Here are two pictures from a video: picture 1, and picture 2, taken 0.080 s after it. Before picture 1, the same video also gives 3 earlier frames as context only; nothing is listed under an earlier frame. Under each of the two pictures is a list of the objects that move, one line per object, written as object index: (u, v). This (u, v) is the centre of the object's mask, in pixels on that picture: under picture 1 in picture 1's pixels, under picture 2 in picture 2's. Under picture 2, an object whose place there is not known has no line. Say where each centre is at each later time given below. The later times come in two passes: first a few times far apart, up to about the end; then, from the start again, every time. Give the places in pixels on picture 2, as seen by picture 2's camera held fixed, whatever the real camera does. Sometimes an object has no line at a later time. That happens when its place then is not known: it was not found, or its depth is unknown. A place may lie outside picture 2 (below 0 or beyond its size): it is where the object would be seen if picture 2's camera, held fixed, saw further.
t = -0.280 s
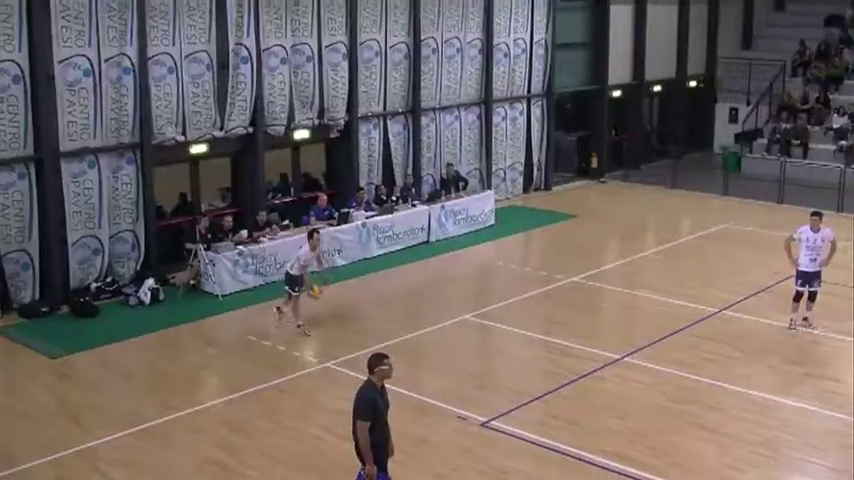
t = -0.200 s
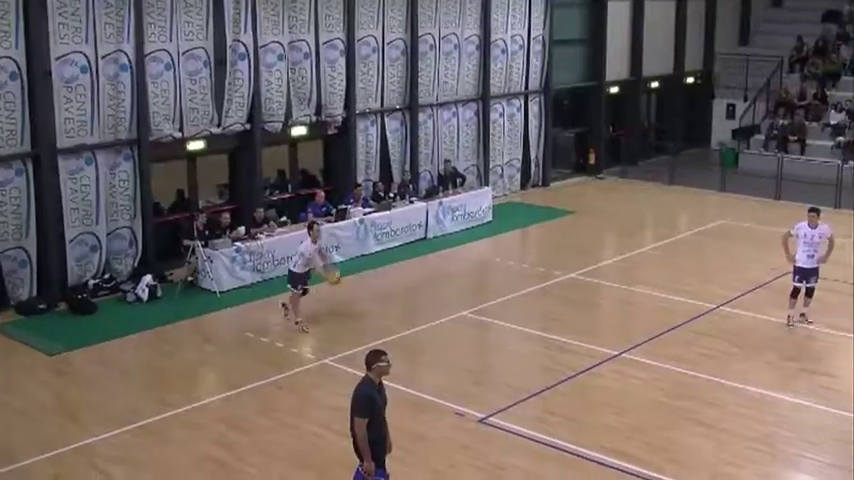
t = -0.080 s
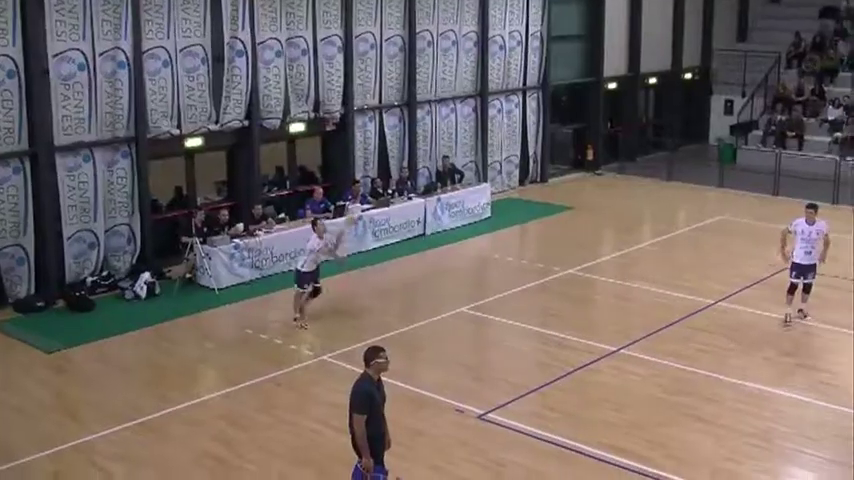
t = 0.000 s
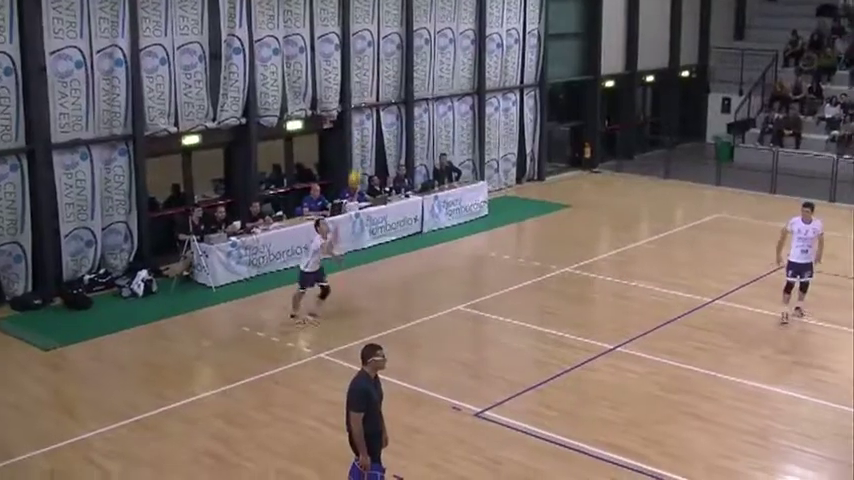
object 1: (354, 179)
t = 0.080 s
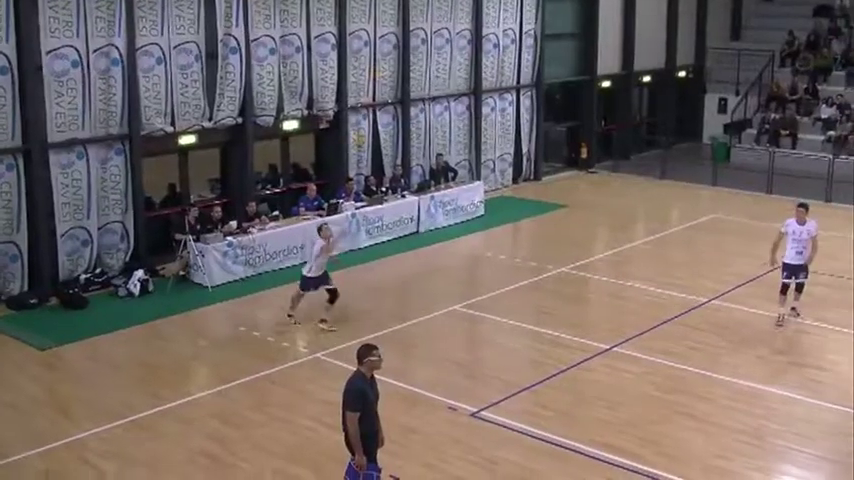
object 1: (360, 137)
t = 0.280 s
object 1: (379, 61)
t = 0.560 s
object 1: (408, 3)
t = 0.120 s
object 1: (365, 119)
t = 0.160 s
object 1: (367, 105)
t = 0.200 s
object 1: (370, 90)
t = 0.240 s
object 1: (375, 73)
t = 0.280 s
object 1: (379, 61)
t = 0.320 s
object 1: (383, 48)
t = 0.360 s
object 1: (387, 37)
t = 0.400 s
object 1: (391, 28)
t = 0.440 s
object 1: (397, 20)
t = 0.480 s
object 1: (402, 9)
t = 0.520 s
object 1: (405, 7)
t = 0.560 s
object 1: (408, 3)
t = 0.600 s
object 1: (416, 0)
